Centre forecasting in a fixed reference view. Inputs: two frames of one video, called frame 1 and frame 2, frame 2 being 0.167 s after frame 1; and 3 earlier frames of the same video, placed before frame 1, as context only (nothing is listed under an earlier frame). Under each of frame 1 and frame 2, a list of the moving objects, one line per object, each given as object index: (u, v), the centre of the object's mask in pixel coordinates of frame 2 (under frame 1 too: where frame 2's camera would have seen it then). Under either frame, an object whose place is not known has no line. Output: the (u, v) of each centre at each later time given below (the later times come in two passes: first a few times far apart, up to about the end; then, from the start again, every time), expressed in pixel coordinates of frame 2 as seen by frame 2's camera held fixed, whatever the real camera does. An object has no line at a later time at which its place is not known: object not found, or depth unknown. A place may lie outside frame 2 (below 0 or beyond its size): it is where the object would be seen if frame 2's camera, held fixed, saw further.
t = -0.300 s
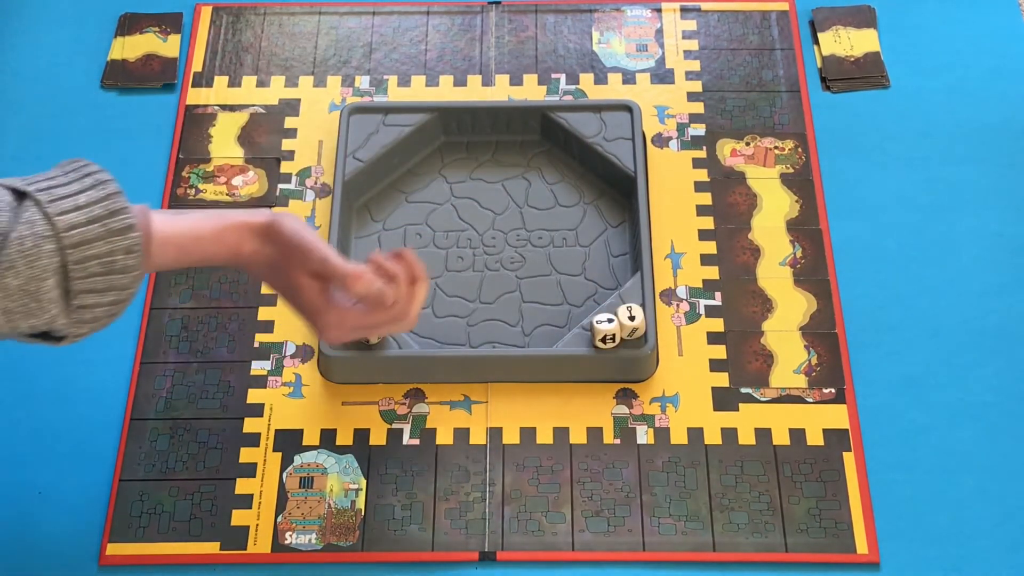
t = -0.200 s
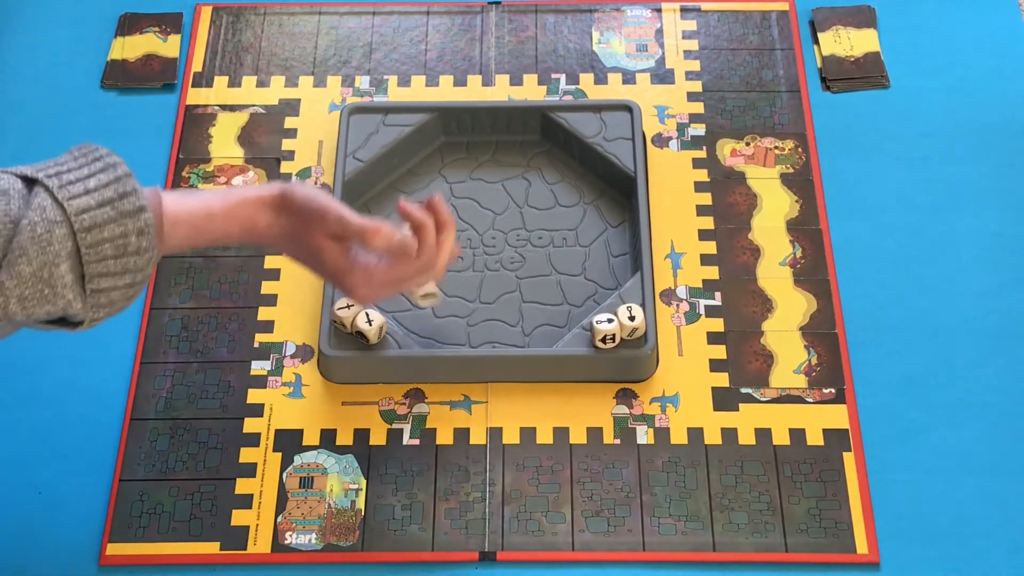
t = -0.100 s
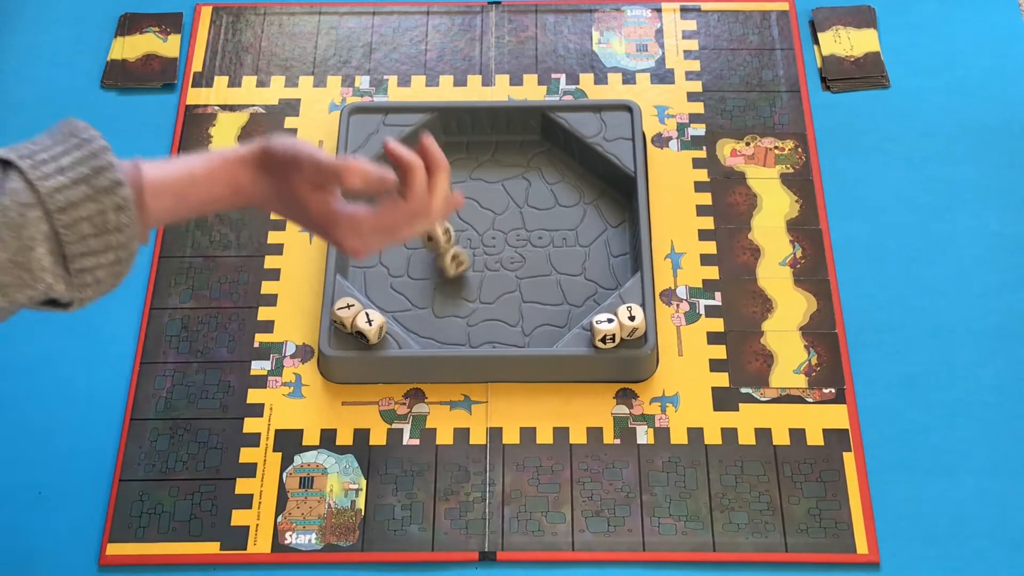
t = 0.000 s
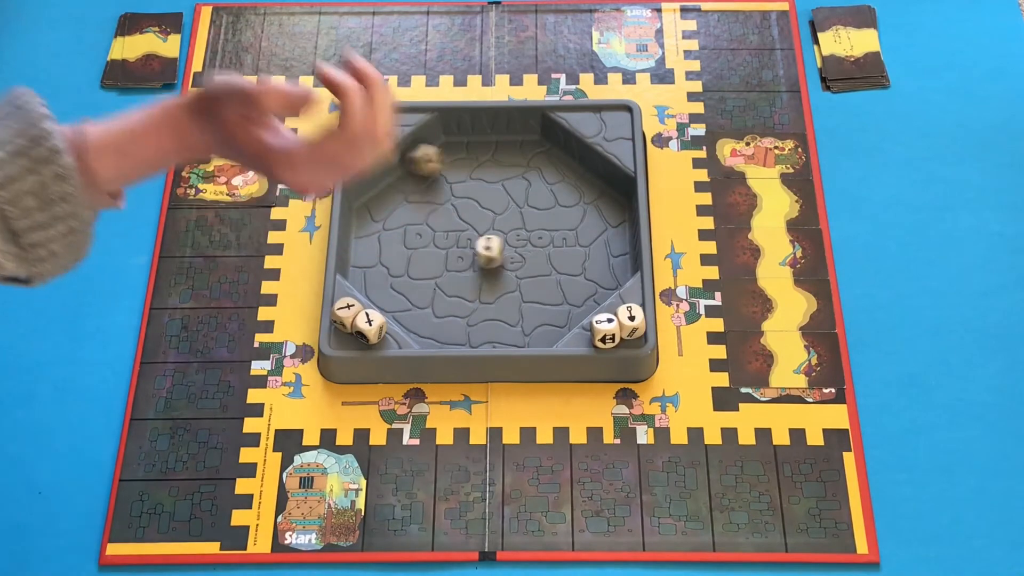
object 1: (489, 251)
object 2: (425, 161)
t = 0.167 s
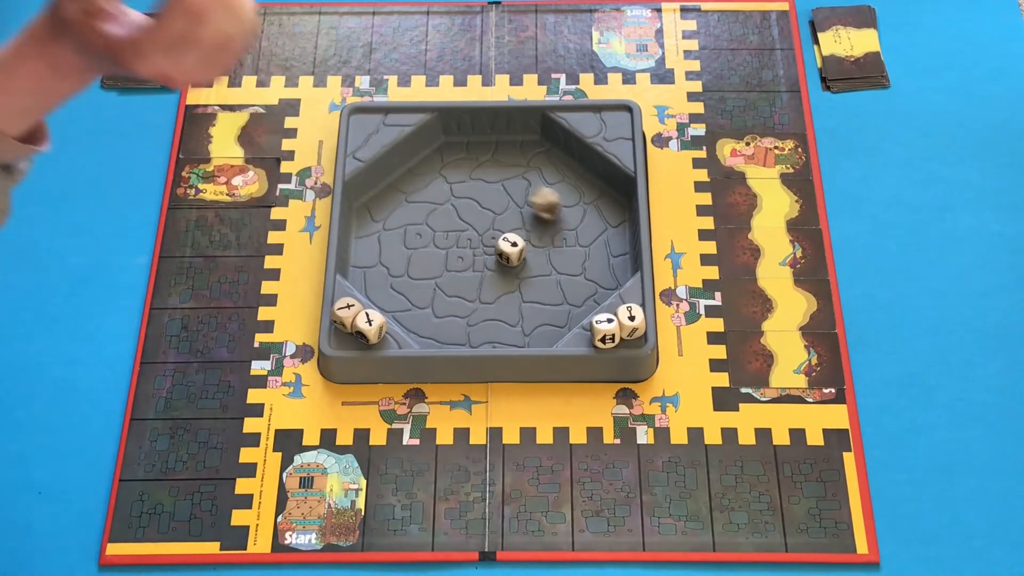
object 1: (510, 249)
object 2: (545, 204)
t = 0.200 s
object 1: (510, 249)
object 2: (561, 209)
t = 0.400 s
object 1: (510, 249)
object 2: (612, 231)
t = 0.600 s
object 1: (510, 249)
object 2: (616, 234)
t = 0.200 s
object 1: (510, 249)
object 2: (561, 209)
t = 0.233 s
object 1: (510, 249)
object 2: (575, 214)
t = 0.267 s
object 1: (510, 249)
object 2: (583, 221)
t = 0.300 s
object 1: (510, 249)
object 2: (593, 224)
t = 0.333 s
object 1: (510, 249)
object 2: (602, 225)
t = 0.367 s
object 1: (510, 249)
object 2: (608, 227)
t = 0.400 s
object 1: (510, 249)
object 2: (612, 231)
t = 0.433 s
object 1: (510, 249)
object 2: (615, 233)
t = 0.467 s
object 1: (510, 249)
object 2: (616, 234)
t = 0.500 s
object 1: (510, 249)
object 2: (616, 234)
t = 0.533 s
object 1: (510, 249)
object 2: (616, 234)
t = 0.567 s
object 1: (510, 249)
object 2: (616, 234)
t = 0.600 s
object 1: (510, 249)
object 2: (616, 234)
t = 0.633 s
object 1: (510, 249)
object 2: (616, 234)
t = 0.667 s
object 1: (510, 249)
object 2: (616, 234)
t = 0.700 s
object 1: (510, 249)
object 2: (616, 234)
